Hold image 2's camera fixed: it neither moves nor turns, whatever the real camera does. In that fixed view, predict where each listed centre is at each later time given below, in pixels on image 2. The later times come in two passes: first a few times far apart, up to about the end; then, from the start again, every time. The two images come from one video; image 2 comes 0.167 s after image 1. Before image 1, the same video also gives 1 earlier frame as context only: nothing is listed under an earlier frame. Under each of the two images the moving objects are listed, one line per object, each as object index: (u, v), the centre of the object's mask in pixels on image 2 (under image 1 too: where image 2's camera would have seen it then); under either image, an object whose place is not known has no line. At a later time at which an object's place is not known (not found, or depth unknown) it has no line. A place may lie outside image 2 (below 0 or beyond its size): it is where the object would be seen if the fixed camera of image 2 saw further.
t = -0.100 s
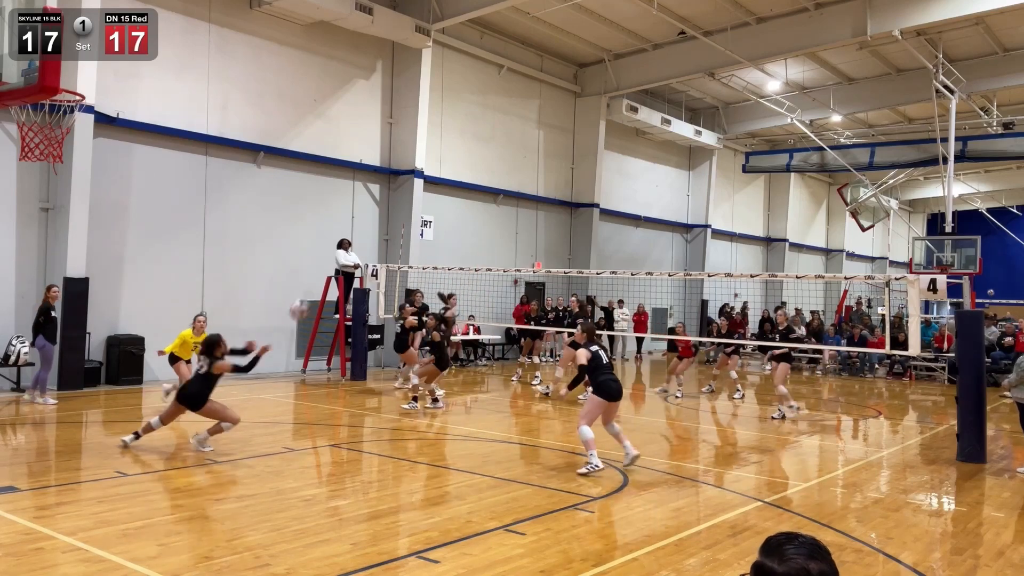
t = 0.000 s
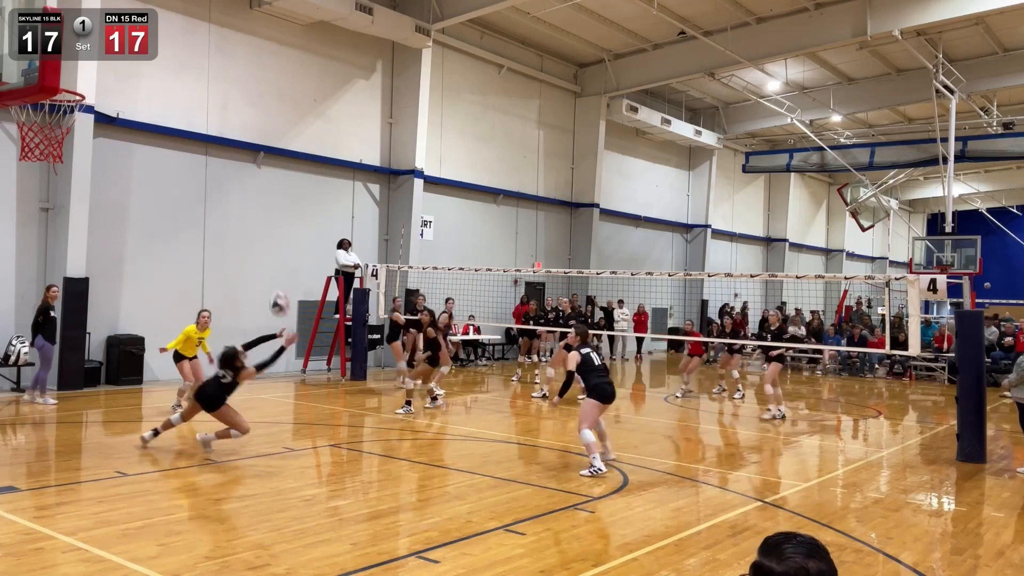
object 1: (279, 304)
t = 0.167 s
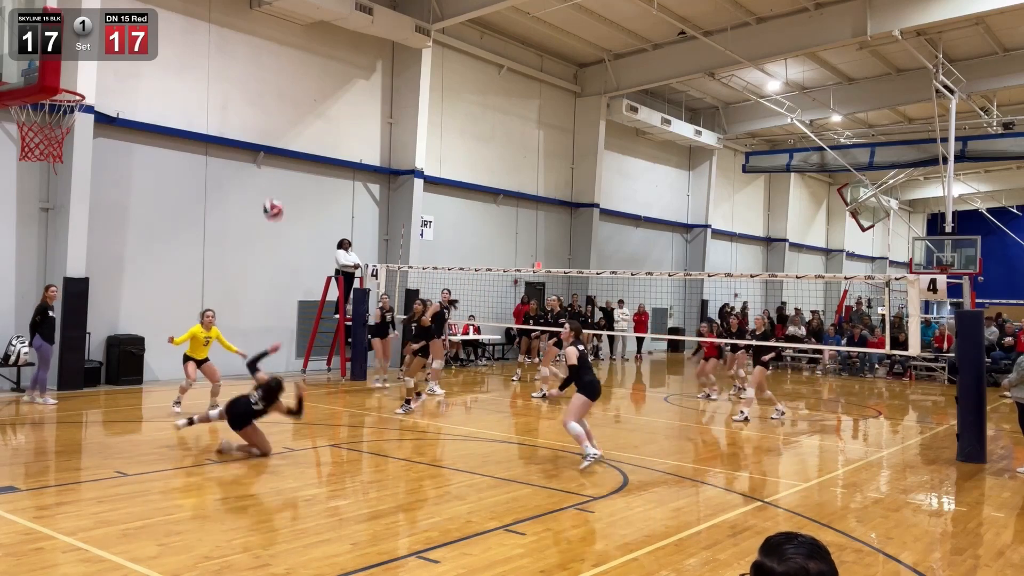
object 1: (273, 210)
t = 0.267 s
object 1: (268, 162)
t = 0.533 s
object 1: (253, 84)
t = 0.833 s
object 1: (231, 74)
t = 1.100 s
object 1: (209, 146)
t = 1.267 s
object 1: (193, 233)
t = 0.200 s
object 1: (271, 192)
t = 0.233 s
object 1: (270, 177)
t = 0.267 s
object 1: (268, 162)
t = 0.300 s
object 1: (267, 150)
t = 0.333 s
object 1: (265, 138)
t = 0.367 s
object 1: (263, 126)
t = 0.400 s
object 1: (261, 115)
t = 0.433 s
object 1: (259, 106)
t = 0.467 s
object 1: (257, 97)
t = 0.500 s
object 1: (255, 90)
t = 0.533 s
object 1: (253, 84)
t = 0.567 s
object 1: (251, 79)
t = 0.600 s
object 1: (248, 74)
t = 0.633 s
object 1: (246, 71)
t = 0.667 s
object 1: (244, 69)
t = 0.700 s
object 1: (242, 68)
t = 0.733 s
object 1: (239, 68)
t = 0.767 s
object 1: (237, 69)
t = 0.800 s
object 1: (234, 71)
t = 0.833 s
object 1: (231, 74)
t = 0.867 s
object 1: (229, 79)
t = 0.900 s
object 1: (227, 85)
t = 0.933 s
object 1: (223, 91)
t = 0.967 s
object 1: (221, 100)
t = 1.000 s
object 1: (218, 109)
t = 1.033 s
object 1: (215, 121)
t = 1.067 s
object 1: (212, 133)
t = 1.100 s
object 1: (209, 146)
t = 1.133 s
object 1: (206, 160)
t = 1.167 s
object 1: (203, 177)
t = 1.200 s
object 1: (200, 195)
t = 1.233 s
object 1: (197, 214)
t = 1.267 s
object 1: (193, 233)
